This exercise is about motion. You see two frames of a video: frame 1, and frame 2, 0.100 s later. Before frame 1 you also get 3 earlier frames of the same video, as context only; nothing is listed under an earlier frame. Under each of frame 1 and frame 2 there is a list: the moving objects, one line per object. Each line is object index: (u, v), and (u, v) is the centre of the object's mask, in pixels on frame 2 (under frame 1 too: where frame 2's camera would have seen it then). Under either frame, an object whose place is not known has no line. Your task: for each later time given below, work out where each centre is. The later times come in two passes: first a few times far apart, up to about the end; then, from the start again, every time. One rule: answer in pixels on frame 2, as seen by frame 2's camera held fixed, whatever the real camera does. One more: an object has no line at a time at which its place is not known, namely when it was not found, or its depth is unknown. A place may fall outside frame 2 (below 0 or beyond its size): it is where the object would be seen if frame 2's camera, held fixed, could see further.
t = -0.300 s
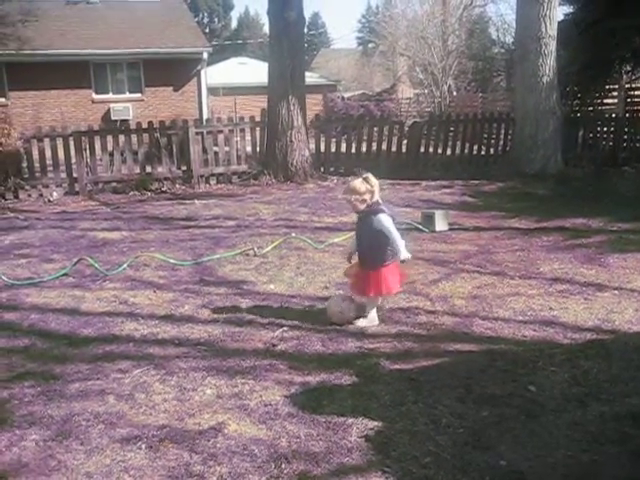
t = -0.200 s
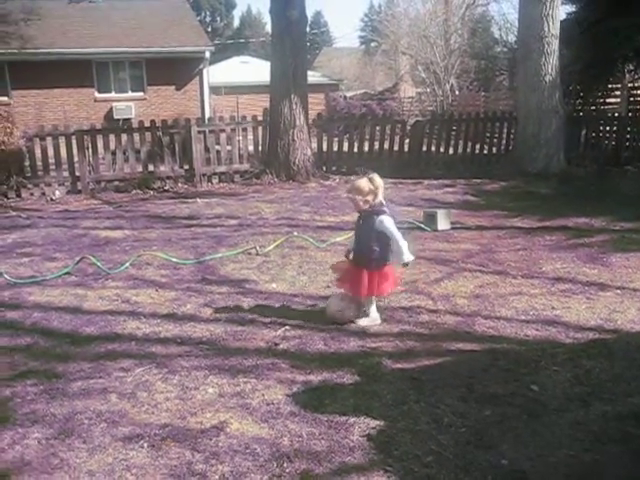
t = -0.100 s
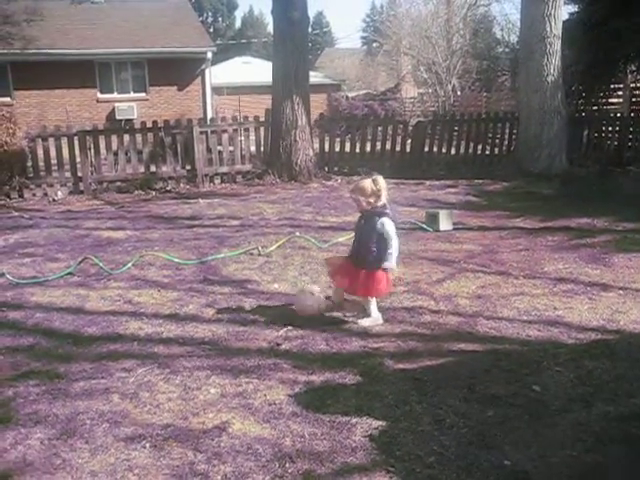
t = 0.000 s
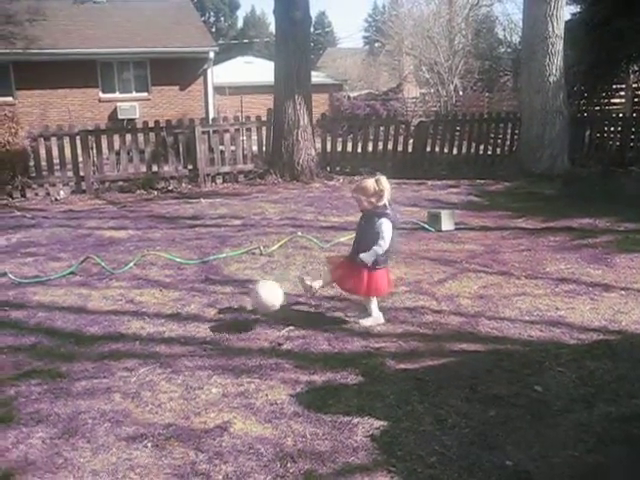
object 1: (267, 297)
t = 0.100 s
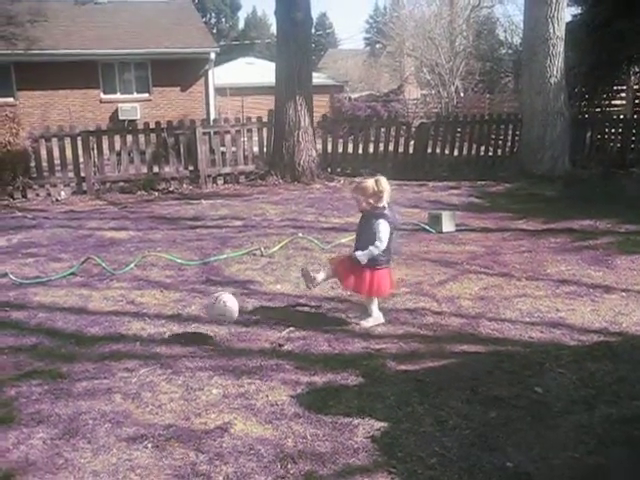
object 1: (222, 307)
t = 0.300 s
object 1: (143, 331)
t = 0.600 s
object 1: (39, 351)
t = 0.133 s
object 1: (206, 316)
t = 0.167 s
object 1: (190, 326)
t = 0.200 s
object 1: (176, 334)
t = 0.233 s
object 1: (165, 331)
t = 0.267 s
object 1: (153, 330)
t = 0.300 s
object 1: (143, 331)
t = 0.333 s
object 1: (131, 334)
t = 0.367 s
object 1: (118, 339)
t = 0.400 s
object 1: (107, 340)
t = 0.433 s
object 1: (96, 342)
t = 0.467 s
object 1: (85, 345)
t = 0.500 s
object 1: (73, 346)
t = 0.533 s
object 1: (61, 347)
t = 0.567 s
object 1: (50, 349)
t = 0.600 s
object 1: (39, 351)
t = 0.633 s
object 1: (28, 352)
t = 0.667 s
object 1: (17, 355)
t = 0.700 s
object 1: (6, 359)
